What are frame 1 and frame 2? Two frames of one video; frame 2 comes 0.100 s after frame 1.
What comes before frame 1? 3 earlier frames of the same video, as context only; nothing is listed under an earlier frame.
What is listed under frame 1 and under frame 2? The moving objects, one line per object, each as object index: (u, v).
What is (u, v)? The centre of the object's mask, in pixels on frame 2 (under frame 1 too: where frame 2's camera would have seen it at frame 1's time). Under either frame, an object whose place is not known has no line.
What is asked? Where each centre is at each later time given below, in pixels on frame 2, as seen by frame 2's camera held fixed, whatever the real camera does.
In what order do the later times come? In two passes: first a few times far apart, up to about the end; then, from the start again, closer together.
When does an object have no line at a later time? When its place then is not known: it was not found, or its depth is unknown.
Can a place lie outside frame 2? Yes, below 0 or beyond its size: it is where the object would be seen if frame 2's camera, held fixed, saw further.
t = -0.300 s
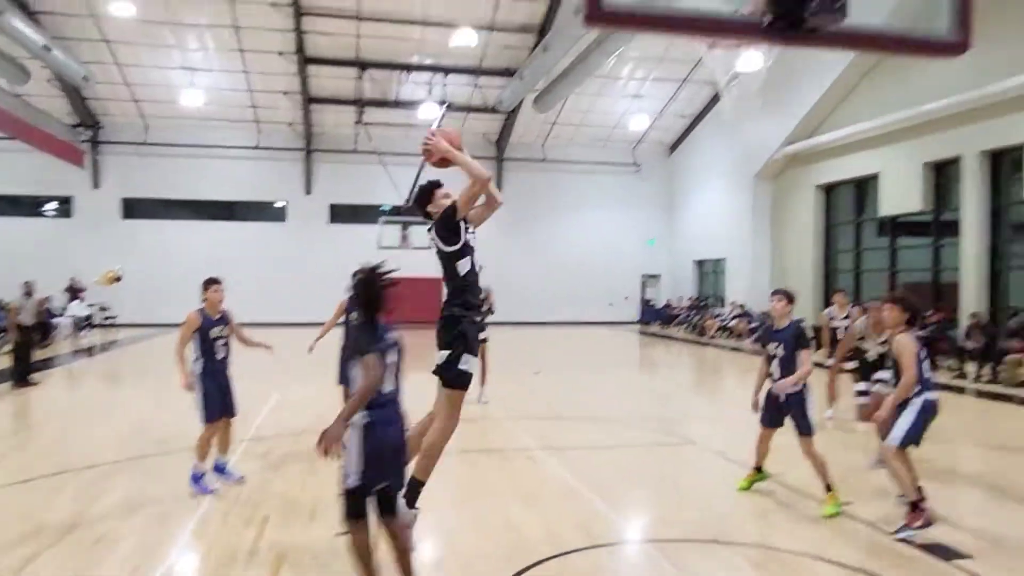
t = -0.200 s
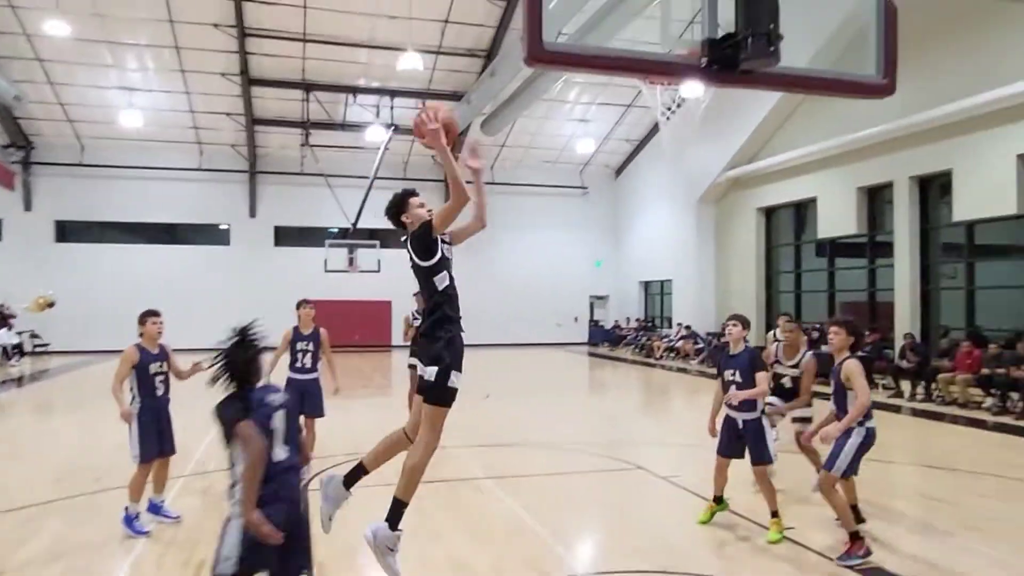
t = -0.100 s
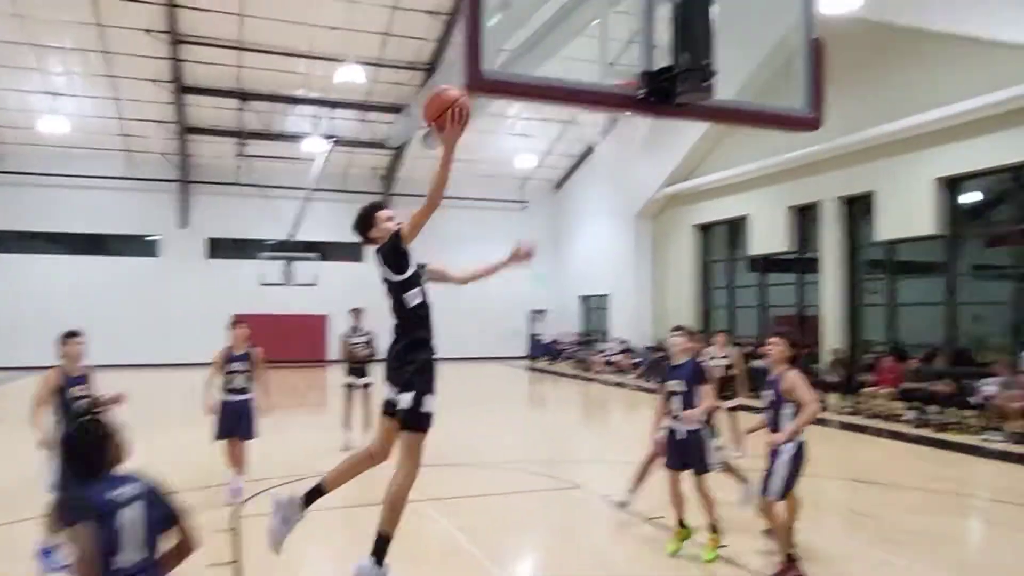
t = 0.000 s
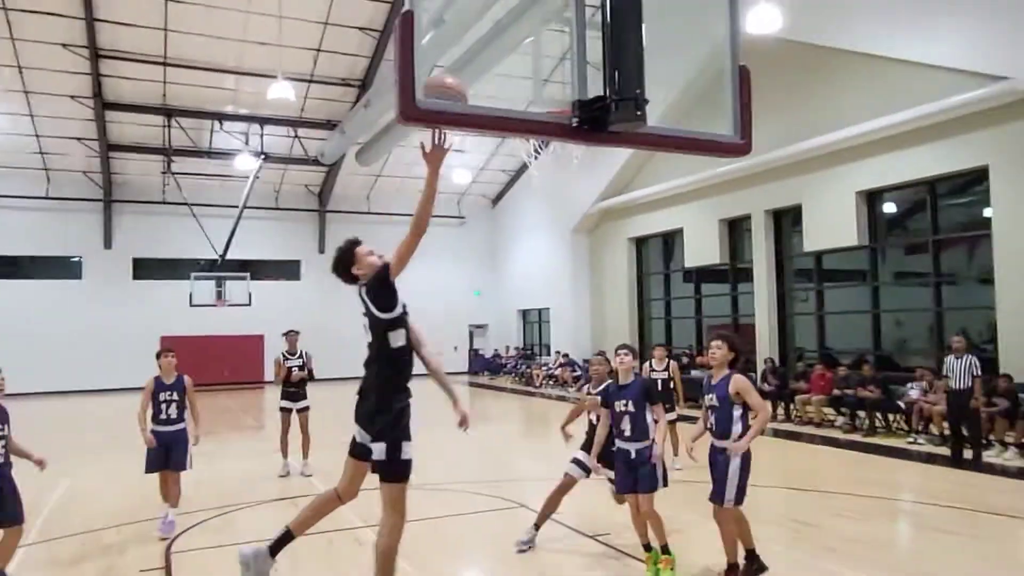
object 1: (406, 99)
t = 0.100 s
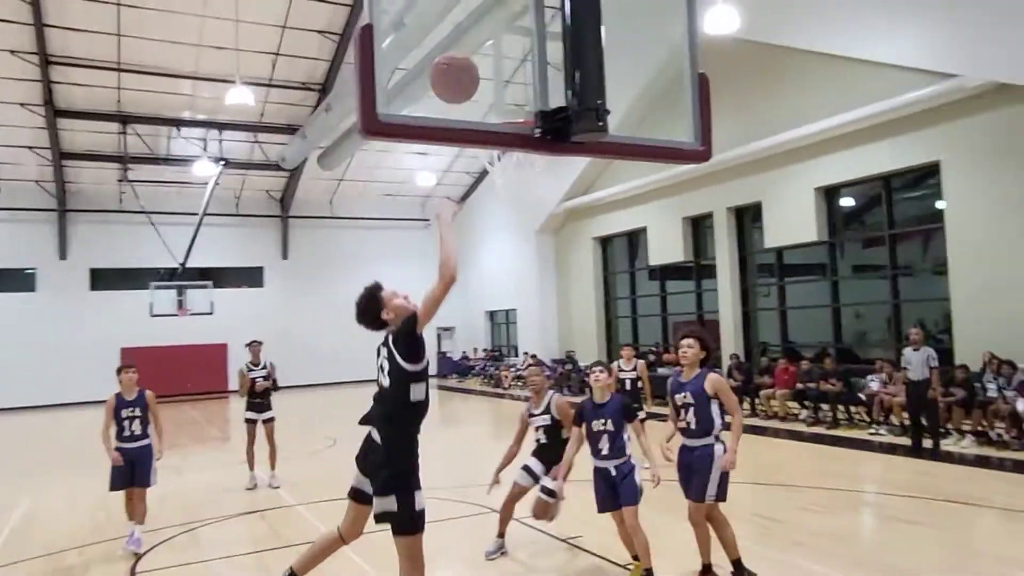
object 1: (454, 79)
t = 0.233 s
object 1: (472, 69)
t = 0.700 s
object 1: (536, 241)
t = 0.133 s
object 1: (462, 72)
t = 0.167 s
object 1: (465, 69)
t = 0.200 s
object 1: (469, 69)
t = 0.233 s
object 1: (472, 69)
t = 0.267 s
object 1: (474, 71)
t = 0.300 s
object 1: (477, 76)
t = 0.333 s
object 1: (479, 84)
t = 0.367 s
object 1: (482, 92)
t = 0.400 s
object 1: (490, 101)
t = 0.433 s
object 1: (492, 109)
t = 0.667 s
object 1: (530, 220)
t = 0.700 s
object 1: (536, 241)
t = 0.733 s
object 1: (542, 265)
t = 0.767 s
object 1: (547, 291)
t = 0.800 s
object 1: (553, 319)
